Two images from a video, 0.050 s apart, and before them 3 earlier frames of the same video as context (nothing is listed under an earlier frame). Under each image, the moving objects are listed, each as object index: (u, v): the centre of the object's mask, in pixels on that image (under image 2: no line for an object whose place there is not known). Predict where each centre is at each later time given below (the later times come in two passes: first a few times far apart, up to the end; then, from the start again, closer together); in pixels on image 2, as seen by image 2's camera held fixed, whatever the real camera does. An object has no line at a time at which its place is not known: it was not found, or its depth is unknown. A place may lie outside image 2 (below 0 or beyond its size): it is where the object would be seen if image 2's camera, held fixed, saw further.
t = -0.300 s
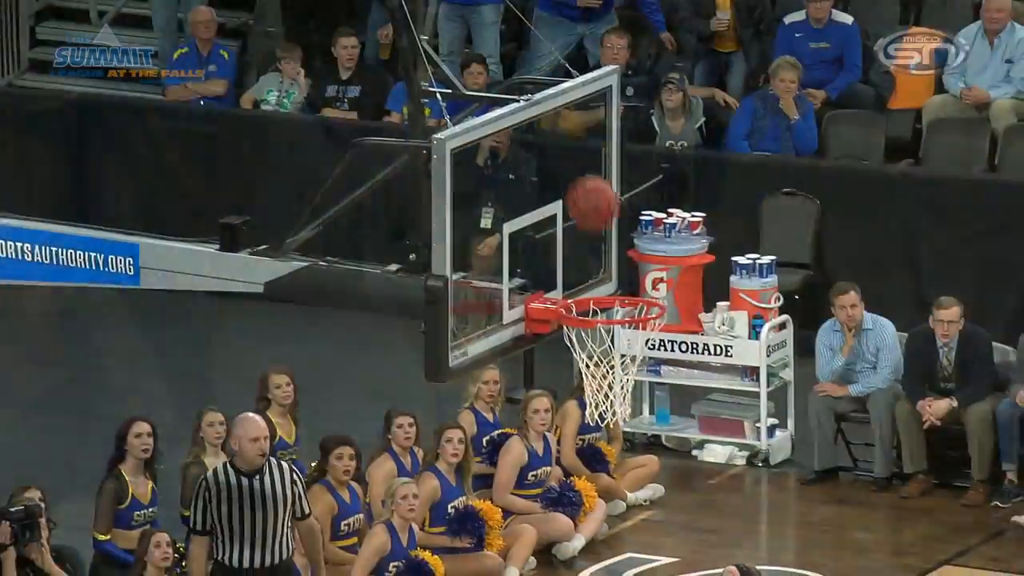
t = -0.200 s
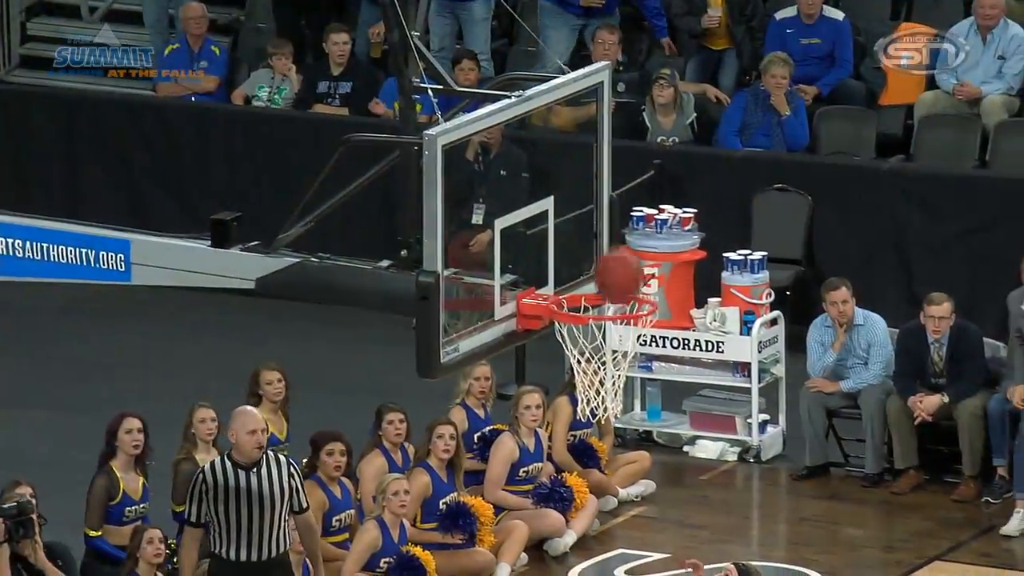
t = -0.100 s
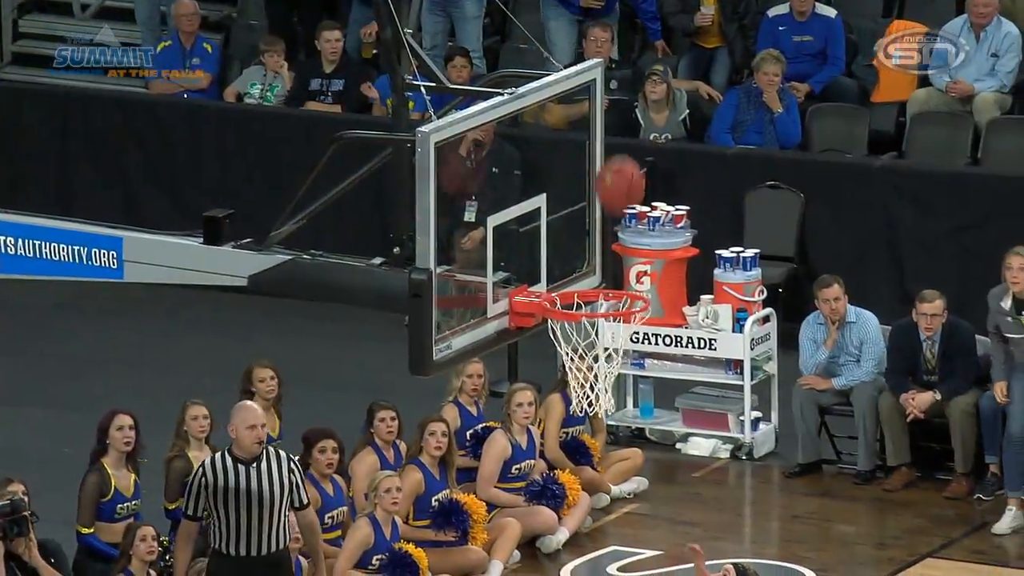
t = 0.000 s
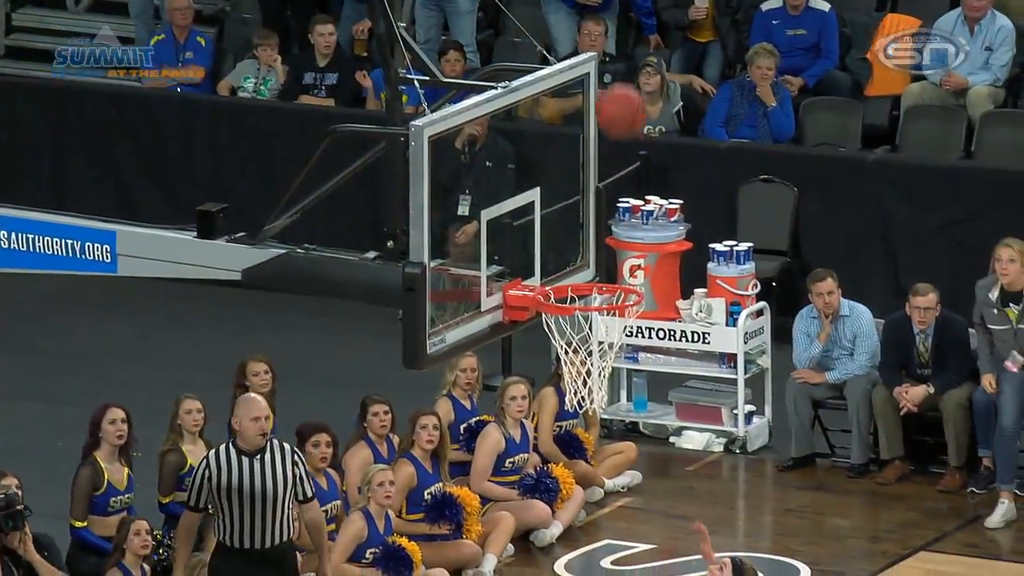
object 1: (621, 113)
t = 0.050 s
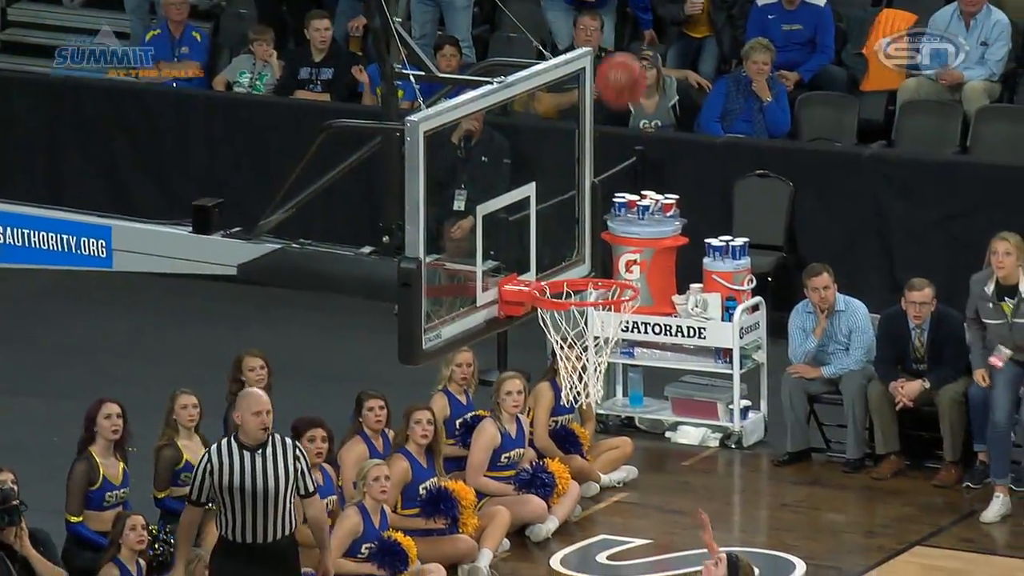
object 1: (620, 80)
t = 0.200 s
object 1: (633, 35)
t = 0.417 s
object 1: (649, 52)
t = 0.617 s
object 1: (664, 159)
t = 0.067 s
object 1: (622, 73)
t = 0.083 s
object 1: (623, 66)
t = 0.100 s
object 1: (625, 60)
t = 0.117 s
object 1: (627, 55)
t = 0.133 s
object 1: (628, 50)
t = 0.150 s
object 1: (629, 45)
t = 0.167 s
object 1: (630, 41)
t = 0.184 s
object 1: (631, 38)
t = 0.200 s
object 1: (633, 35)
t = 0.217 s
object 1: (634, 33)
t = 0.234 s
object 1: (635, 32)
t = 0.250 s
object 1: (637, 32)
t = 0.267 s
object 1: (638, 31)
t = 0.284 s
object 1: (639, 31)
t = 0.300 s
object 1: (640, 32)
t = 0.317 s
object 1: (642, 33)
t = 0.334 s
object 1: (643, 34)
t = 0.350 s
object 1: (644, 37)
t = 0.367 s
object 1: (645, 40)
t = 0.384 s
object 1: (646, 43)
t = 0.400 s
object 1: (648, 48)
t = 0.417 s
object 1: (649, 52)
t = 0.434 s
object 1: (650, 58)
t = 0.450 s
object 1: (651, 65)
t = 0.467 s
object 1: (652, 71)
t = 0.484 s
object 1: (654, 79)
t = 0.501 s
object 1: (655, 87)
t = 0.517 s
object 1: (656, 97)
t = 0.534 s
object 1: (658, 107)
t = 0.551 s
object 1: (659, 117)
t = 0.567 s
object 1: (660, 127)
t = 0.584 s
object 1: (661, 137)
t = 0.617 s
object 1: (664, 159)
